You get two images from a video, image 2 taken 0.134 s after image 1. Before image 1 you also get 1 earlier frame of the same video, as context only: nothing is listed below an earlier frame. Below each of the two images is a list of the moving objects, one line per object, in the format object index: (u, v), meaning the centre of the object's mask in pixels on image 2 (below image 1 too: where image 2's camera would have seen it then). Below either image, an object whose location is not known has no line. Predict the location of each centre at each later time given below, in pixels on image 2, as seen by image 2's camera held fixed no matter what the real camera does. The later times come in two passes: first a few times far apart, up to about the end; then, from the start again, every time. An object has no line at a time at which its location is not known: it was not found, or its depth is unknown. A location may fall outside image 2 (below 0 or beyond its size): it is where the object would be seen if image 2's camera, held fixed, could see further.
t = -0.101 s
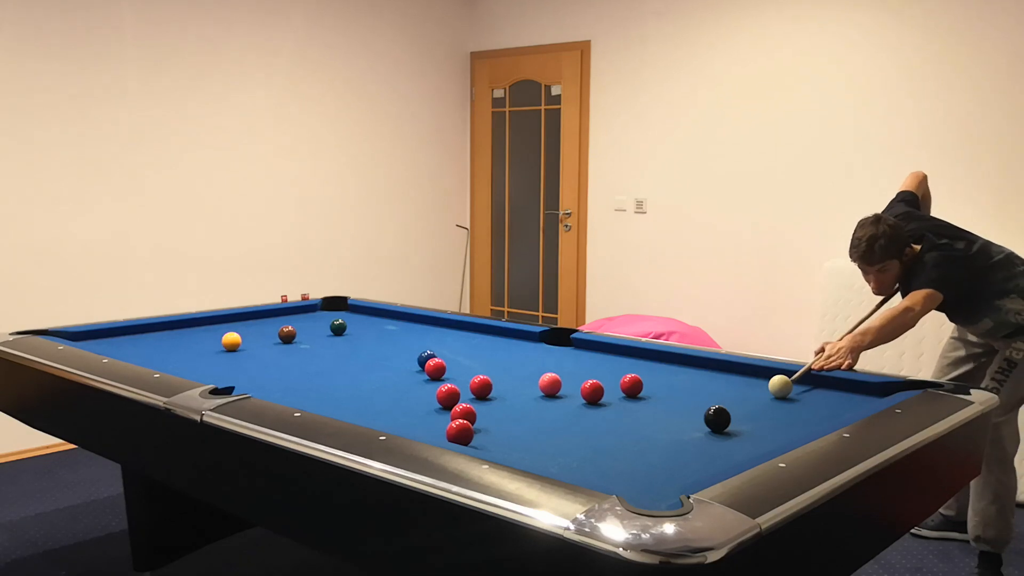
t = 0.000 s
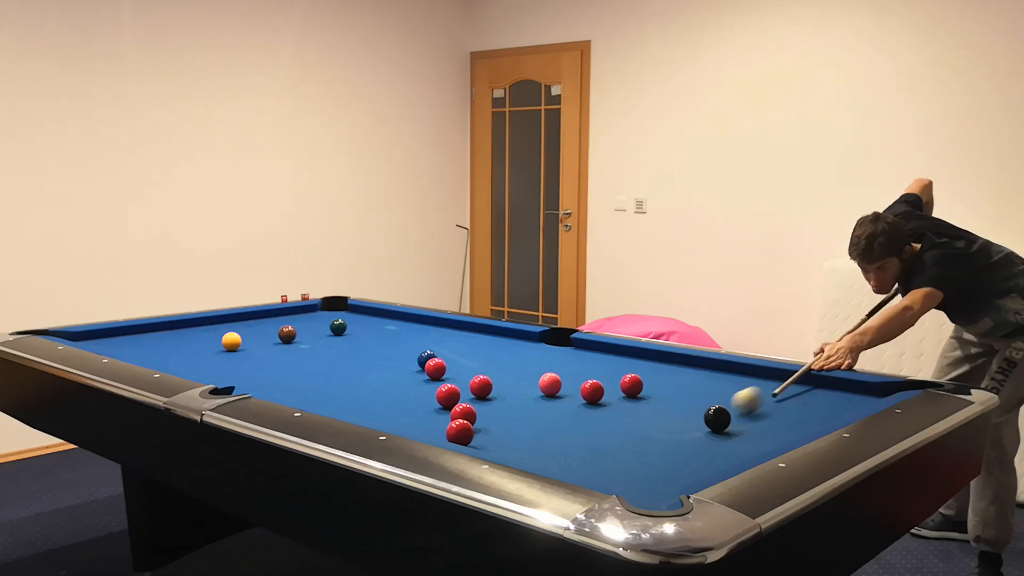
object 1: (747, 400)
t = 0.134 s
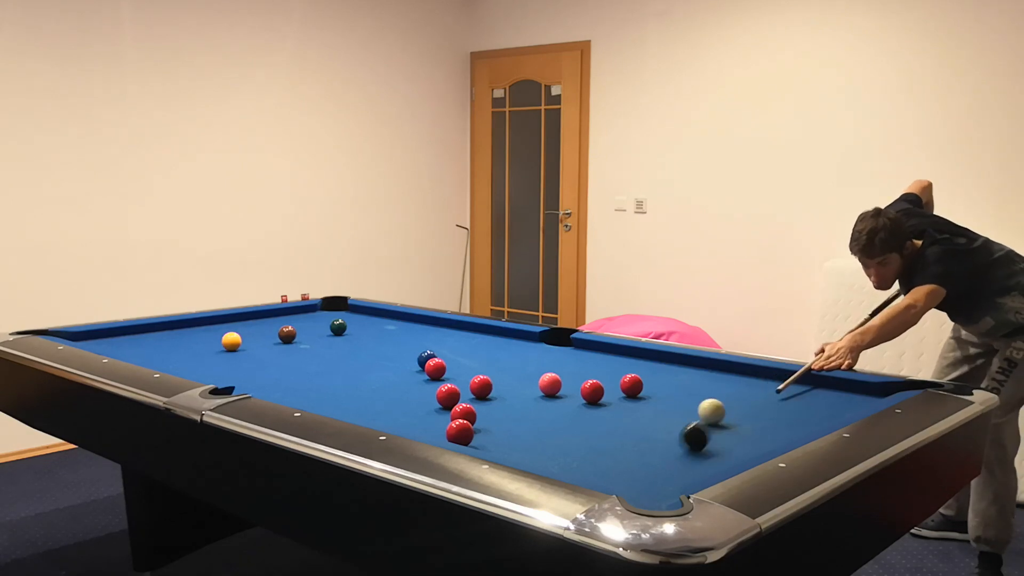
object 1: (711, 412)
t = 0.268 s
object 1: (696, 410)
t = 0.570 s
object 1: (664, 408)
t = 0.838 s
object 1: (638, 405)
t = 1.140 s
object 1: (613, 403)
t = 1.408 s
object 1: (592, 402)
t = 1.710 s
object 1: (572, 400)
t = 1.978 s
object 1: (556, 398)
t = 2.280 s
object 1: (541, 396)
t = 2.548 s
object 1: (529, 396)
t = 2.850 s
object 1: (520, 395)
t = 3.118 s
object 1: (513, 394)
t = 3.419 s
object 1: (508, 393)
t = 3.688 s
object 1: (505, 393)
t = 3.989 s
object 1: (504, 393)
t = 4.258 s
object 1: (504, 393)
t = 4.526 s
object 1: (505, 393)
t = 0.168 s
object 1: (707, 411)
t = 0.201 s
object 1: (703, 411)
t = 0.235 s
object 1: (700, 411)
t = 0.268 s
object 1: (696, 410)
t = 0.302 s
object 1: (692, 410)
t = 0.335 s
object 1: (688, 410)
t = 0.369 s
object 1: (685, 410)
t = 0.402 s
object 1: (681, 409)
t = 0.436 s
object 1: (678, 409)
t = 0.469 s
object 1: (674, 409)
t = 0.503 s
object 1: (671, 409)
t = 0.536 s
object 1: (667, 408)
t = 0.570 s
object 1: (664, 408)
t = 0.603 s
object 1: (661, 408)
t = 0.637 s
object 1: (657, 407)
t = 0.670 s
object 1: (654, 407)
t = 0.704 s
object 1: (651, 407)
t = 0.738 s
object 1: (648, 406)
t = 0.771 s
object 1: (645, 406)
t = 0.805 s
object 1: (641, 406)
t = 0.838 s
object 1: (638, 405)
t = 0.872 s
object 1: (635, 405)
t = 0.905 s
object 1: (632, 405)
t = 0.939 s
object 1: (629, 405)
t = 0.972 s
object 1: (626, 405)
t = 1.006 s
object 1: (623, 404)
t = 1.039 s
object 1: (621, 404)
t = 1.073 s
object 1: (618, 404)
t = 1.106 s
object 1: (615, 403)
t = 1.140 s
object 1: (613, 403)
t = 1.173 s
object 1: (610, 403)
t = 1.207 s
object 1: (607, 403)
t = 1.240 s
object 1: (604, 402)
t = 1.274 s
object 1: (602, 402)
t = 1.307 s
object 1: (599, 402)
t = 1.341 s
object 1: (597, 402)
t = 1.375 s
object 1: (594, 402)
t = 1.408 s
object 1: (592, 402)
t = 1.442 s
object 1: (589, 401)
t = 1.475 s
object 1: (587, 401)
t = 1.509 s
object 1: (585, 401)
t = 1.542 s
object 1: (582, 401)
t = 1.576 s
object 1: (580, 400)
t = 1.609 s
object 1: (578, 400)
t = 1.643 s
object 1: (576, 400)
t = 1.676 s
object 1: (574, 400)
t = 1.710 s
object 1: (572, 400)
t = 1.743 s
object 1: (569, 399)
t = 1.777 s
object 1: (567, 399)
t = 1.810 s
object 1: (565, 399)
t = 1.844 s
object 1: (564, 399)
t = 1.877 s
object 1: (562, 398)
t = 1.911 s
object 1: (560, 398)
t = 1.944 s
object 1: (558, 398)
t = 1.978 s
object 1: (556, 398)
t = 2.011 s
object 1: (554, 398)
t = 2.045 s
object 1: (552, 398)
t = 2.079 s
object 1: (551, 397)
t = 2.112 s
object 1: (549, 397)
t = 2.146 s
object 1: (547, 397)
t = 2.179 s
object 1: (545, 397)
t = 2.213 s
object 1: (544, 397)
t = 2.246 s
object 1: (542, 397)
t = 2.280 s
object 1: (541, 396)
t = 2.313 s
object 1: (539, 397)
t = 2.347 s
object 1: (538, 397)
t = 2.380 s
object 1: (536, 396)
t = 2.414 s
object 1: (535, 396)
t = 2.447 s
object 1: (533, 396)
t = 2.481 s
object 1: (532, 396)
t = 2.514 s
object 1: (531, 396)
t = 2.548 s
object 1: (529, 396)
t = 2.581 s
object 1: (528, 396)
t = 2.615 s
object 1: (527, 396)
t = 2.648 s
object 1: (526, 395)
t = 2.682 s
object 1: (525, 395)
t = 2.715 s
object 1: (524, 395)
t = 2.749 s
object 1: (523, 395)
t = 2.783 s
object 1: (522, 395)
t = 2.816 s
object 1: (521, 395)
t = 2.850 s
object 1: (520, 395)
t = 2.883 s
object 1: (519, 395)
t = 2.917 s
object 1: (518, 394)
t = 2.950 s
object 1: (517, 394)
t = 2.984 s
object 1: (516, 394)
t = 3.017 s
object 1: (515, 394)
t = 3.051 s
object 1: (514, 394)
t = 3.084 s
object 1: (514, 394)
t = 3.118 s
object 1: (513, 394)
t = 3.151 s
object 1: (512, 394)
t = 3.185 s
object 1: (512, 393)
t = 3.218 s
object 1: (511, 393)
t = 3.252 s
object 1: (511, 393)
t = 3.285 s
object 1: (510, 393)
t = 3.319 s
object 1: (509, 393)
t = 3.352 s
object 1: (509, 393)
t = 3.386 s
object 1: (508, 393)
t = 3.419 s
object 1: (508, 393)
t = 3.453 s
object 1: (507, 393)
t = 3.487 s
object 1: (507, 393)
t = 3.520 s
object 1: (506, 393)
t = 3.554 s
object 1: (506, 393)
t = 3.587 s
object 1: (506, 393)
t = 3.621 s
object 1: (505, 393)
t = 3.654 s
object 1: (505, 393)
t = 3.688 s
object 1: (505, 393)
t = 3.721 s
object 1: (504, 393)
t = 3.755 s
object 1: (504, 393)
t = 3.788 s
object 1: (504, 393)
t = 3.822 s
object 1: (504, 393)
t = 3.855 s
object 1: (504, 393)
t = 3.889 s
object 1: (504, 393)
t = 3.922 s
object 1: (504, 393)
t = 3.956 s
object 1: (504, 393)
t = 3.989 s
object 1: (504, 393)
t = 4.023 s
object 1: (504, 393)
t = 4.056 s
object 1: (504, 393)
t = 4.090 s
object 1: (504, 393)
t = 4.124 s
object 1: (504, 393)
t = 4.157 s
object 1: (504, 393)
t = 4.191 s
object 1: (504, 393)
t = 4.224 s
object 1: (504, 393)
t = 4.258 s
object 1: (504, 393)
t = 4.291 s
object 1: (504, 393)
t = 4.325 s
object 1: (504, 393)
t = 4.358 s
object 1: (504, 393)
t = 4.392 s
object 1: (504, 393)
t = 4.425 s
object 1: (504, 393)
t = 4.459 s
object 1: (505, 393)
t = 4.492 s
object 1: (505, 393)
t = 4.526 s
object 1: (505, 393)
